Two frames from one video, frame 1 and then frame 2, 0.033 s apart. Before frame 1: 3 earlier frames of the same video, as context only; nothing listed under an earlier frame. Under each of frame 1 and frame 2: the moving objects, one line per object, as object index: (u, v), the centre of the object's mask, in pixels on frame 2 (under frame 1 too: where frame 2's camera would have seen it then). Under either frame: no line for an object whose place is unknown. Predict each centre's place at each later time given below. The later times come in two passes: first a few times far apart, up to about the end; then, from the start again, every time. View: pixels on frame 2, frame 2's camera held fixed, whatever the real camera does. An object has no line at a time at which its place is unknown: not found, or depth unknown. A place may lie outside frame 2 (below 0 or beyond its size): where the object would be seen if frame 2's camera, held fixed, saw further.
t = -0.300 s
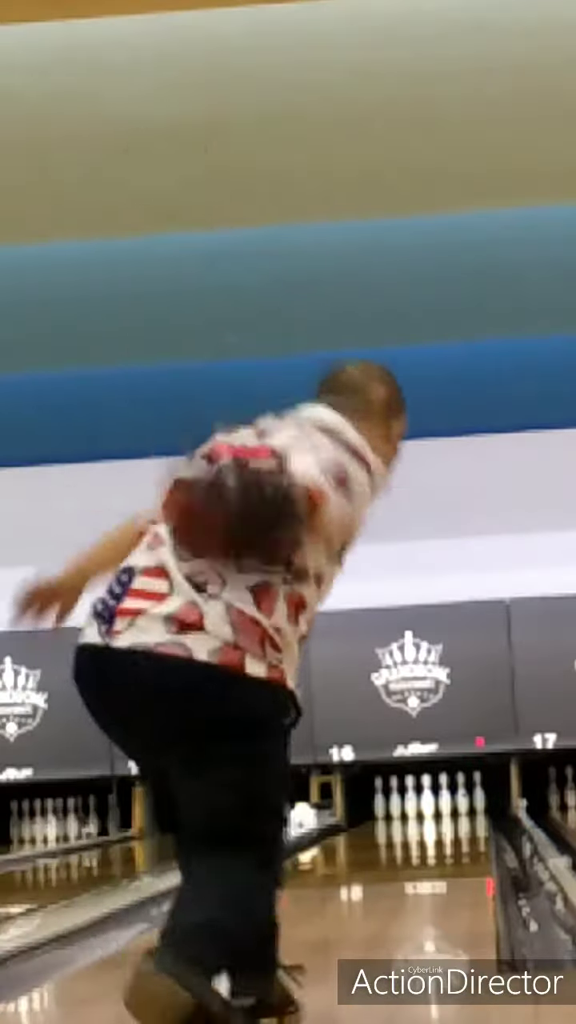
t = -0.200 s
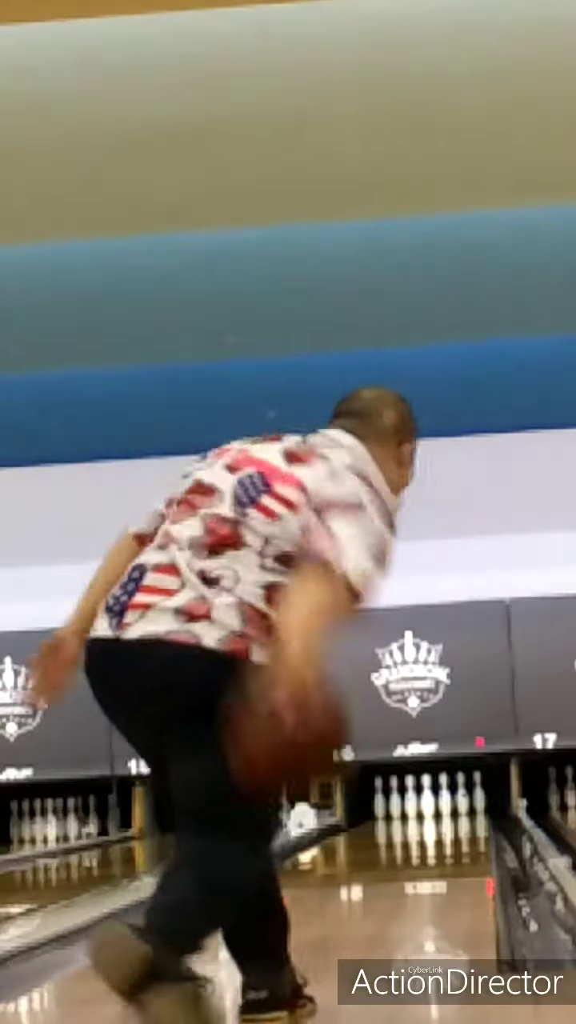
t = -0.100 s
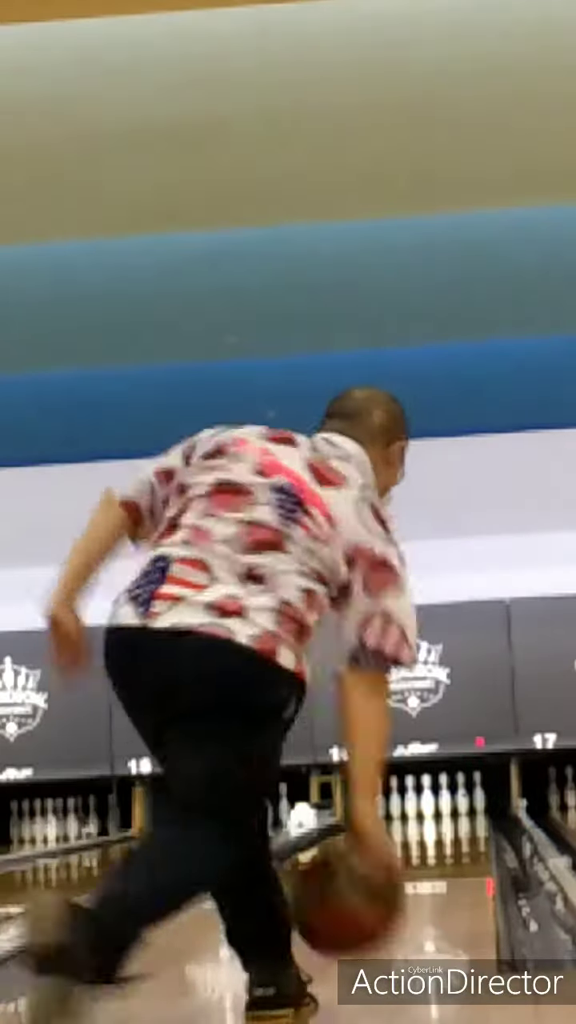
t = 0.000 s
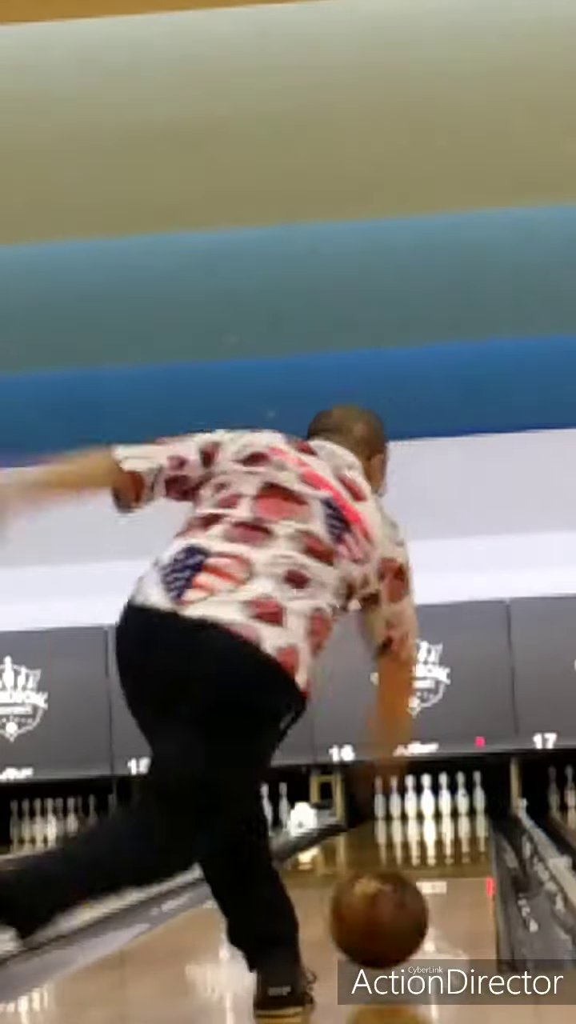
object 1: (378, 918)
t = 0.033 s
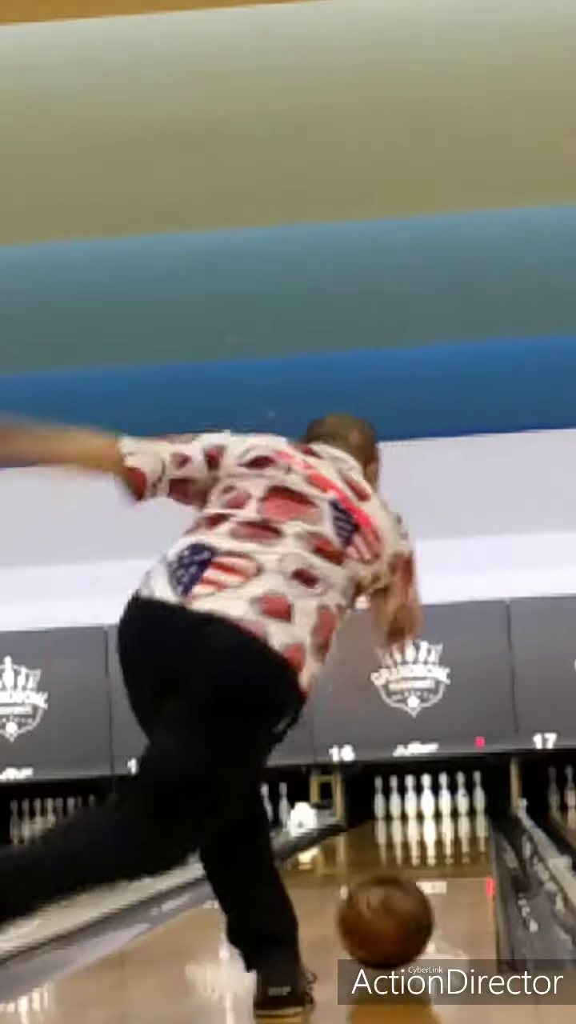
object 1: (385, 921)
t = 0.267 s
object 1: (421, 892)
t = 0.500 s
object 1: (439, 866)
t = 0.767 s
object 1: (452, 848)
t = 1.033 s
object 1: (460, 837)
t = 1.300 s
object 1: (465, 828)
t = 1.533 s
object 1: (467, 823)
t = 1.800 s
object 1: (466, 818)
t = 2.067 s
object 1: (463, 812)
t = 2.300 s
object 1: (459, 810)
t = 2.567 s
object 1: (445, 808)
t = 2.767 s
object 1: (436, 807)
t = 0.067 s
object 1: (391, 918)
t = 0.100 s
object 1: (397, 913)
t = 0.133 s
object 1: (402, 909)
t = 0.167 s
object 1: (407, 904)
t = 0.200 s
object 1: (411, 900)
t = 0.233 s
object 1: (416, 894)
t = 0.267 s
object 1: (421, 892)
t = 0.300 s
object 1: (423, 886)
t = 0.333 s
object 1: (426, 883)
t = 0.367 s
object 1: (429, 879)
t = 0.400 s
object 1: (431, 875)
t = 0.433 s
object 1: (434, 872)
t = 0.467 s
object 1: (436, 869)
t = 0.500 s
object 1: (439, 866)
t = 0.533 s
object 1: (440, 863)
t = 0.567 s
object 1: (444, 860)
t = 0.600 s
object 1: (445, 858)
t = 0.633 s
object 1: (447, 855)
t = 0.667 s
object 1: (449, 853)
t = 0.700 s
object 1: (450, 852)
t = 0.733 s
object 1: (451, 850)
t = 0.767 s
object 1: (452, 848)
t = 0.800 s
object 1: (454, 846)
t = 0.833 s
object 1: (456, 845)
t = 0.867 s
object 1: (457, 844)
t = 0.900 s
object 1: (458, 843)
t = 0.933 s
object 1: (459, 841)
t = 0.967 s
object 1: (459, 841)
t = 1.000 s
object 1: (459, 837)
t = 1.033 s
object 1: (460, 837)
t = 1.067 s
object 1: (460, 836)
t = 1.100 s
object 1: (461, 836)
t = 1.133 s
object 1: (463, 833)
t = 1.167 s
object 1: (463, 833)
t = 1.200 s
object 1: (464, 831)
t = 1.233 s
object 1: (465, 831)
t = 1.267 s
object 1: (465, 830)
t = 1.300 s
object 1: (465, 828)
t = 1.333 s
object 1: (466, 828)
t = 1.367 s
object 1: (466, 828)
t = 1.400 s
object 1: (466, 827)
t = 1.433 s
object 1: (467, 826)
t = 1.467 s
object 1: (467, 826)
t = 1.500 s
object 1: (467, 824)
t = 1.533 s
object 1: (467, 823)
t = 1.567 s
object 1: (467, 822)
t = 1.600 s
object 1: (467, 821)
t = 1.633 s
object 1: (467, 820)
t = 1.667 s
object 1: (467, 820)
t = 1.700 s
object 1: (467, 820)
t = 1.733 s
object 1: (467, 820)
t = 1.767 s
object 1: (466, 819)
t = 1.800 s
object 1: (466, 818)
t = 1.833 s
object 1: (466, 817)
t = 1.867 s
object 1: (466, 817)
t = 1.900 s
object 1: (466, 817)
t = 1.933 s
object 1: (465, 817)
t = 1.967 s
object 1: (465, 816)
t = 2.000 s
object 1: (464, 814)
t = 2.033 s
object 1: (464, 813)
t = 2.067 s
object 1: (463, 812)
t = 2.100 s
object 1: (463, 812)
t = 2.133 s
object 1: (463, 812)
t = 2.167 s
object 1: (462, 811)
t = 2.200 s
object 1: (461, 810)
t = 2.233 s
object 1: (460, 810)
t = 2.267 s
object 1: (459, 810)
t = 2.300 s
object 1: (459, 810)
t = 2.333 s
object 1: (458, 810)
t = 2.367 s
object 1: (455, 808)
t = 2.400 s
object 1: (454, 809)
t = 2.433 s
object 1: (451, 808)
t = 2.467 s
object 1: (450, 808)
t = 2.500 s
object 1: (450, 808)
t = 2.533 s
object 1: (448, 808)
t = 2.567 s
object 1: (445, 808)
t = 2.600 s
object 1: (444, 807)
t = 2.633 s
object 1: (443, 807)
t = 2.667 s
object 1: (442, 808)
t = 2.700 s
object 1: (440, 807)
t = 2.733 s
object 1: (437, 807)
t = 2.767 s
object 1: (436, 807)
